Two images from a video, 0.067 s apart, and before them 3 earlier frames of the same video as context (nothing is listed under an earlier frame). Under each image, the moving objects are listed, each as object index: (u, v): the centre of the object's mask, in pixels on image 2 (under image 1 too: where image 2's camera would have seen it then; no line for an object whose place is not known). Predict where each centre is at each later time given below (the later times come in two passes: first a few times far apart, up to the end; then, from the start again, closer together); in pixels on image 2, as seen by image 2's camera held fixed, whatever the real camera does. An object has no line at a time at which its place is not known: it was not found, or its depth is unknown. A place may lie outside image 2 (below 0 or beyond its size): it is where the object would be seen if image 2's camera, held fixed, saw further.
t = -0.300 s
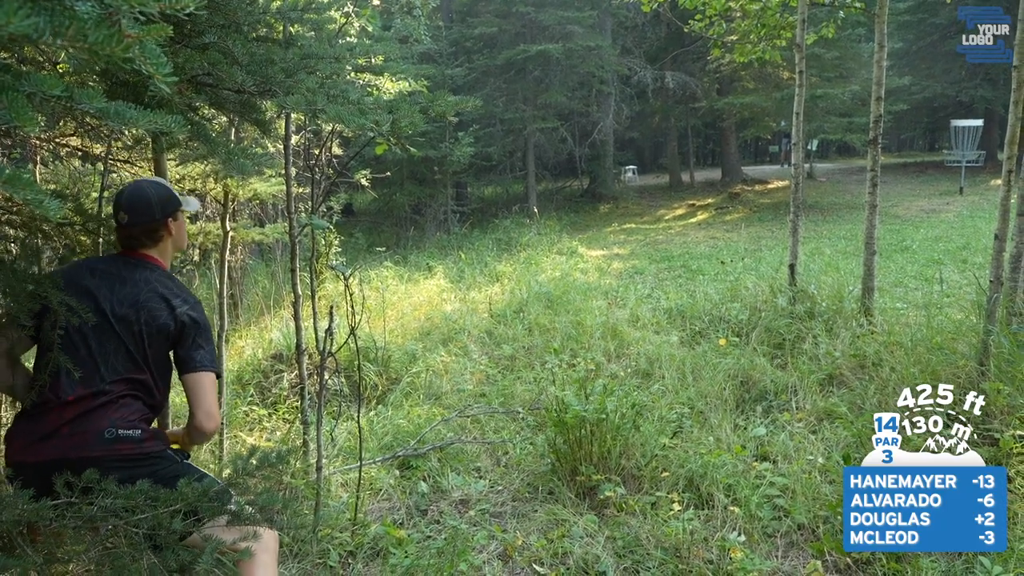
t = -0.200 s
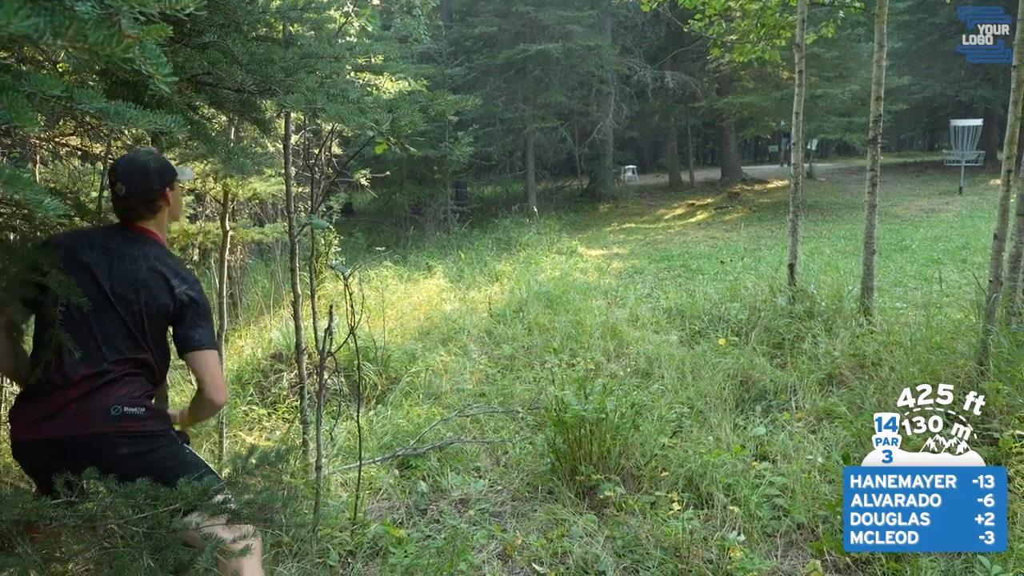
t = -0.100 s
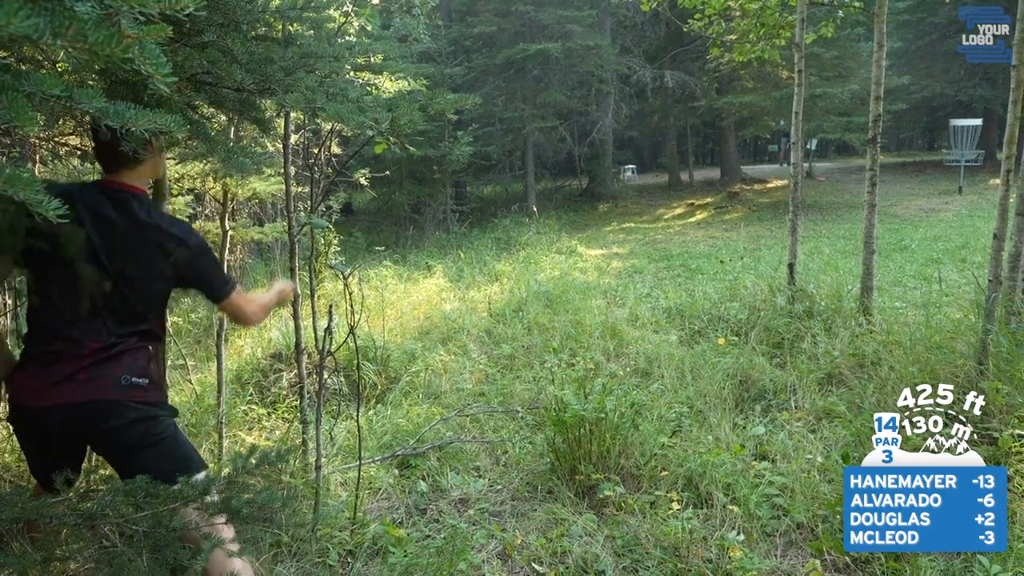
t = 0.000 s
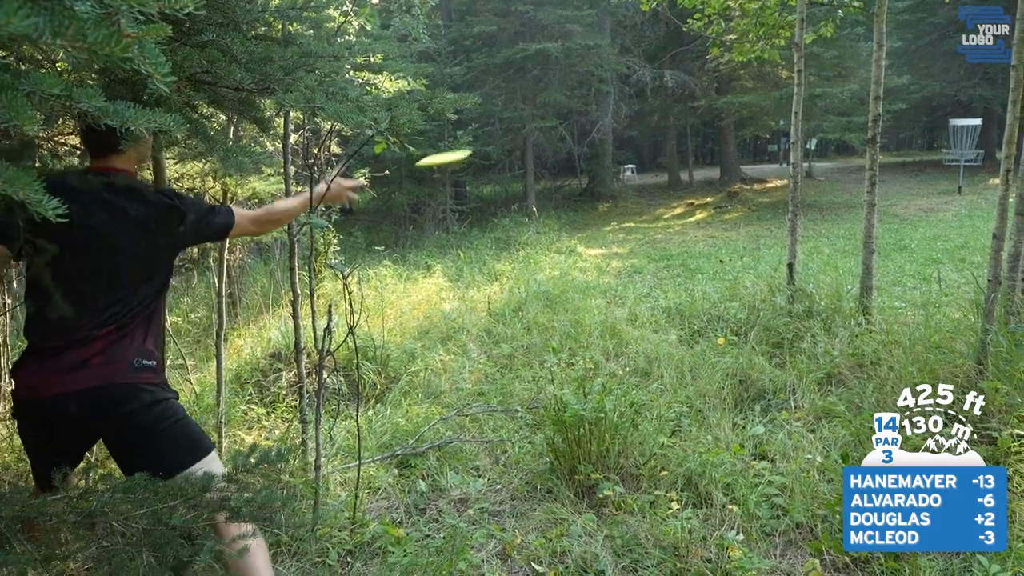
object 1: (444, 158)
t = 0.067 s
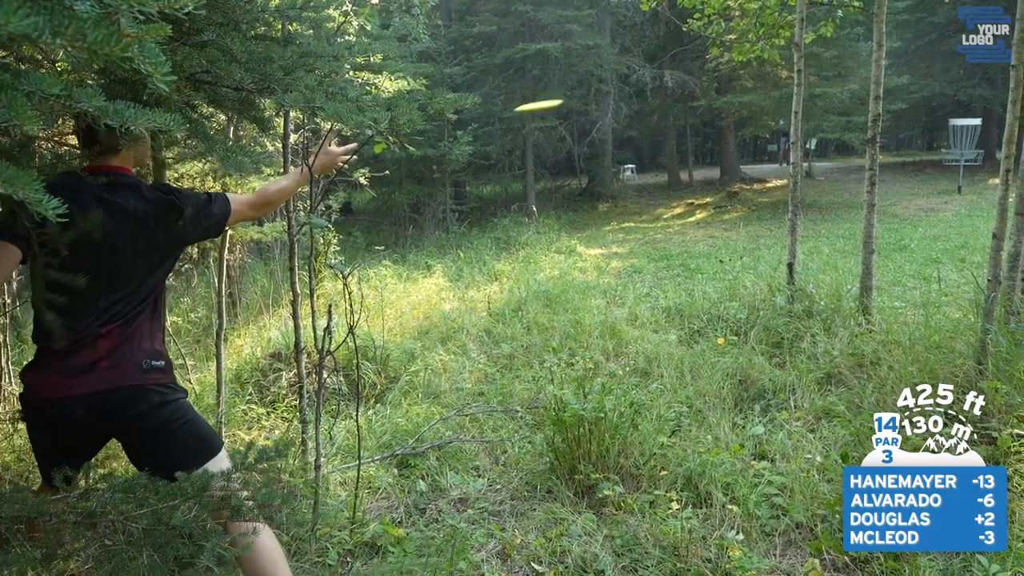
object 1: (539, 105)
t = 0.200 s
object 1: (673, 59)
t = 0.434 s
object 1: (813, 54)
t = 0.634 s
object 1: (866, 79)
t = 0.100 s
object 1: (578, 88)
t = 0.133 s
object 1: (613, 75)
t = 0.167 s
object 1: (645, 65)
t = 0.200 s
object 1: (673, 59)
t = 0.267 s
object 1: (721, 51)
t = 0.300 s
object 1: (743, 49)
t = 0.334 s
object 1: (763, 49)
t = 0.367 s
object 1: (779, 51)
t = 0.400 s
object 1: (788, 54)
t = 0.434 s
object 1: (813, 54)
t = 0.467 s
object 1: (822, 58)
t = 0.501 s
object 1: (833, 61)
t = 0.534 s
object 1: (844, 65)
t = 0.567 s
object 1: (855, 69)
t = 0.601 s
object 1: (862, 74)
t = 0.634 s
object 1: (866, 79)
